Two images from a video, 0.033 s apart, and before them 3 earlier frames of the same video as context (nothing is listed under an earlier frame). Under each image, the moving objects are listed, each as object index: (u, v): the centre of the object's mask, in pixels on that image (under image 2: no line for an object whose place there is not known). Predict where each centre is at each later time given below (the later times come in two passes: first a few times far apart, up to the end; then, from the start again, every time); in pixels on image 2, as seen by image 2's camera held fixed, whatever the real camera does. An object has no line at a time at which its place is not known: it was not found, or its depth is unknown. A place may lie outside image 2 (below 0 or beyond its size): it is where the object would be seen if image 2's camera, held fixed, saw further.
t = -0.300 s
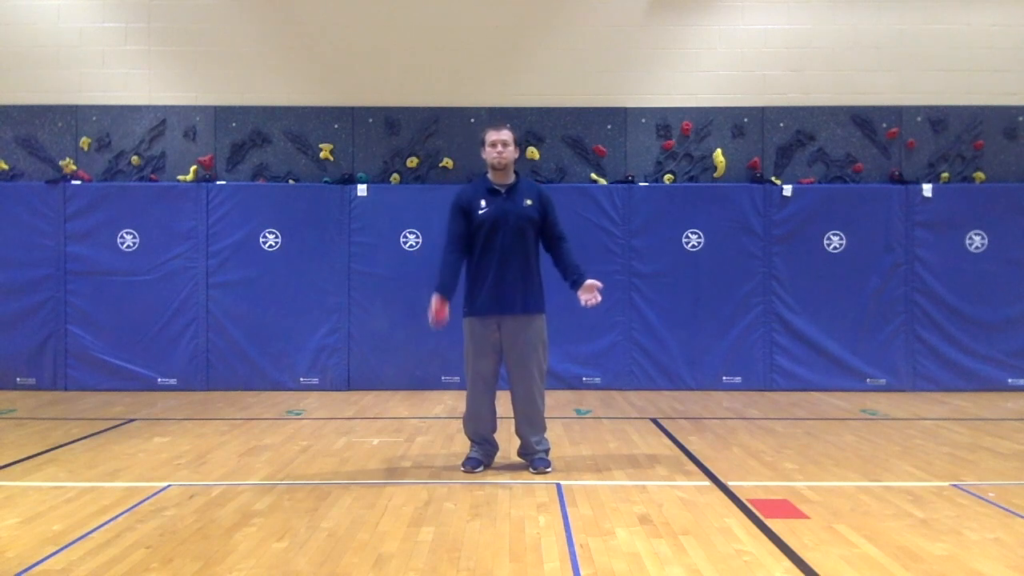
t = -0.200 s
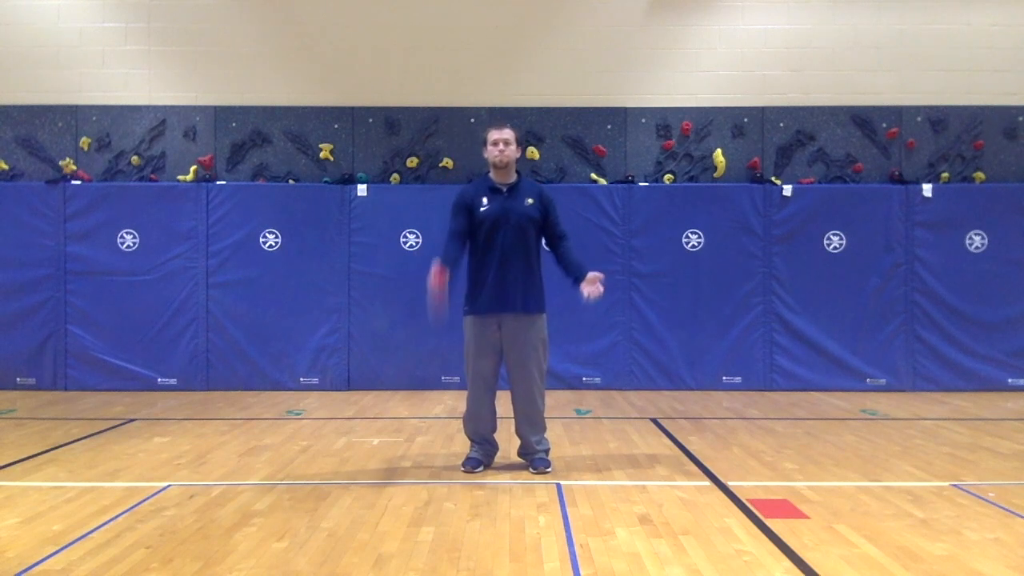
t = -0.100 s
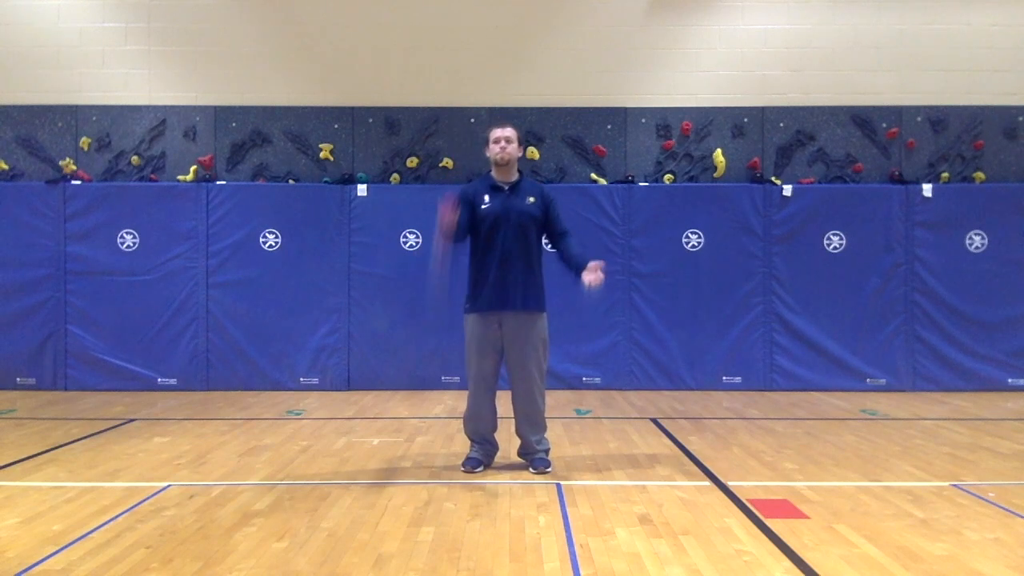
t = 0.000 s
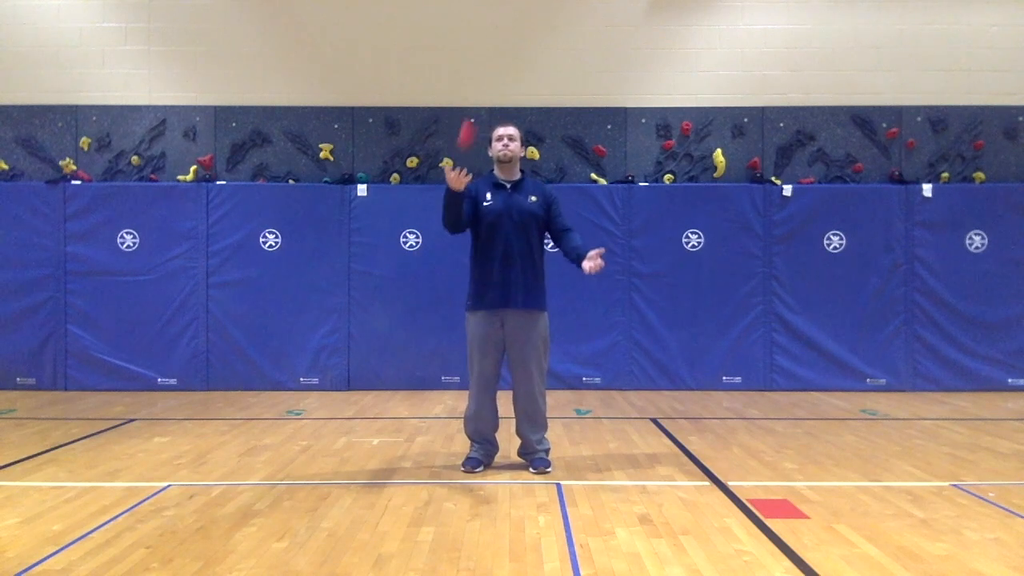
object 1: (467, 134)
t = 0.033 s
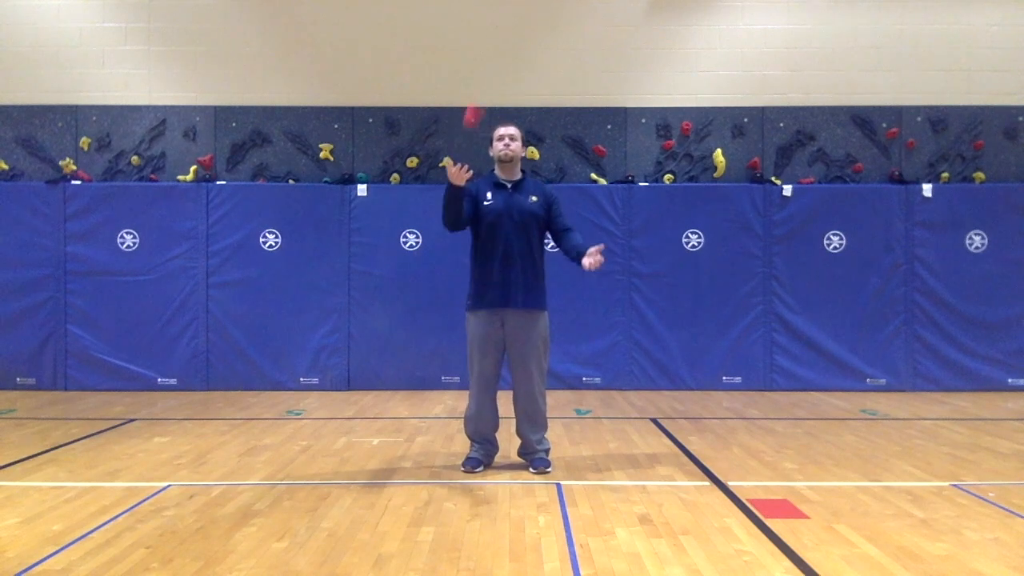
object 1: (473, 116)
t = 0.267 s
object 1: (512, 44)
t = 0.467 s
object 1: (547, 77)
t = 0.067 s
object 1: (478, 98)
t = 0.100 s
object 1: (484, 83)
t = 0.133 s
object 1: (489, 71)
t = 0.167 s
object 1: (495, 60)
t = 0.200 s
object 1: (501, 52)
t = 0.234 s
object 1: (507, 47)
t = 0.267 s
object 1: (512, 44)
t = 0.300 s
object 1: (518, 43)
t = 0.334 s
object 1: (524, 45)
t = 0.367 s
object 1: (530, 50)
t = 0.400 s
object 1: (535, 56)
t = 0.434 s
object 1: (542, 65)
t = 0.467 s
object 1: (547, 77)
